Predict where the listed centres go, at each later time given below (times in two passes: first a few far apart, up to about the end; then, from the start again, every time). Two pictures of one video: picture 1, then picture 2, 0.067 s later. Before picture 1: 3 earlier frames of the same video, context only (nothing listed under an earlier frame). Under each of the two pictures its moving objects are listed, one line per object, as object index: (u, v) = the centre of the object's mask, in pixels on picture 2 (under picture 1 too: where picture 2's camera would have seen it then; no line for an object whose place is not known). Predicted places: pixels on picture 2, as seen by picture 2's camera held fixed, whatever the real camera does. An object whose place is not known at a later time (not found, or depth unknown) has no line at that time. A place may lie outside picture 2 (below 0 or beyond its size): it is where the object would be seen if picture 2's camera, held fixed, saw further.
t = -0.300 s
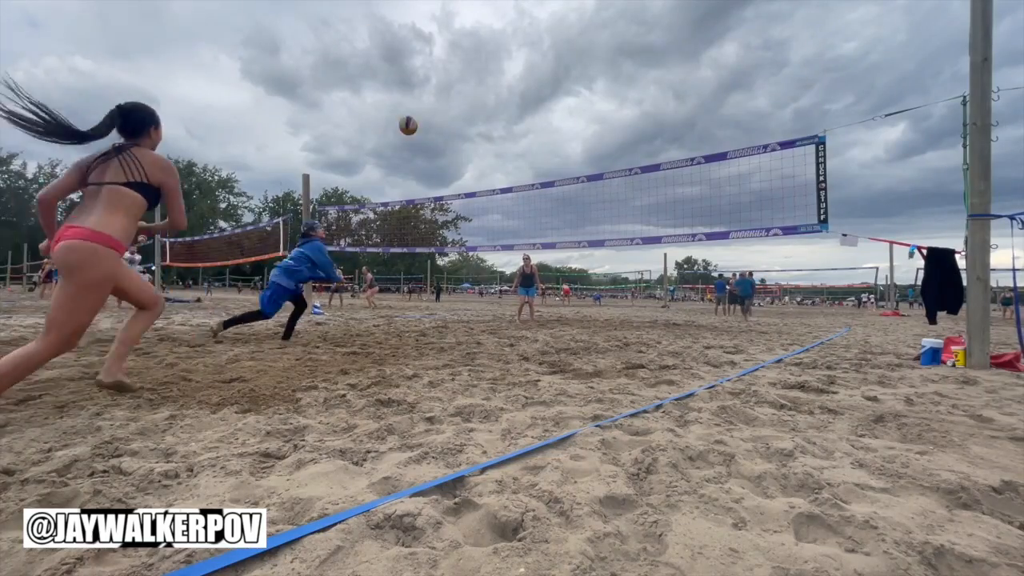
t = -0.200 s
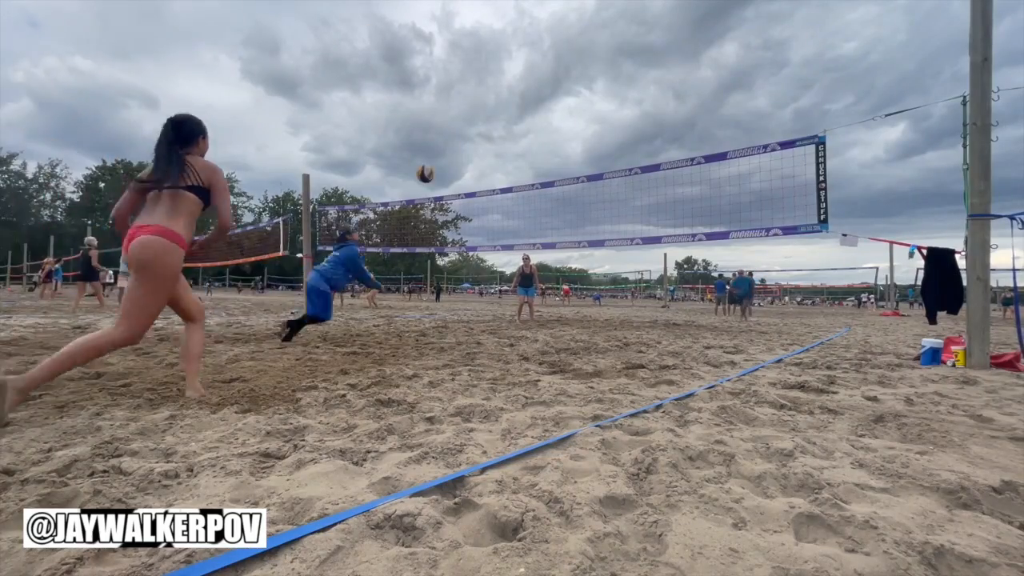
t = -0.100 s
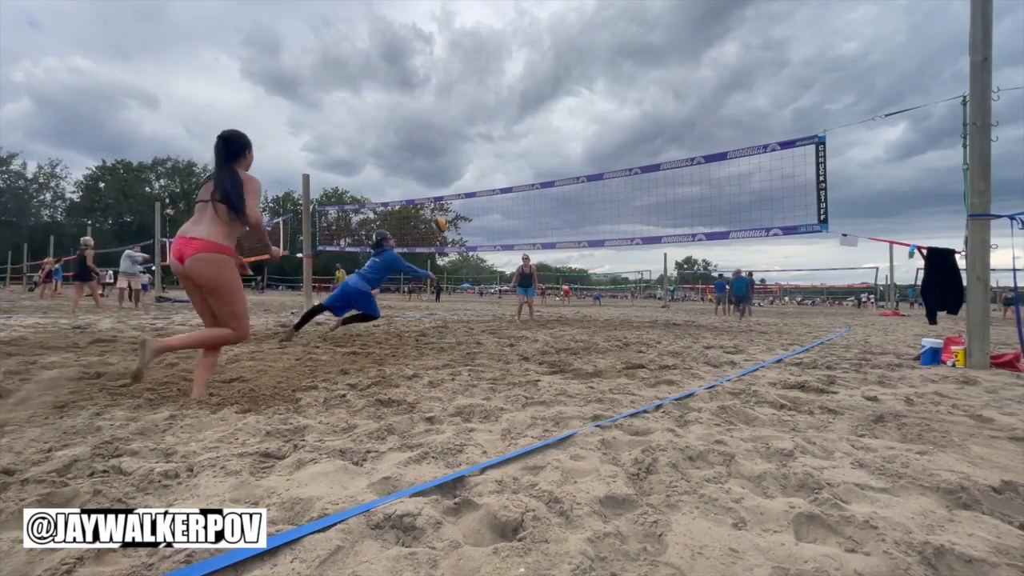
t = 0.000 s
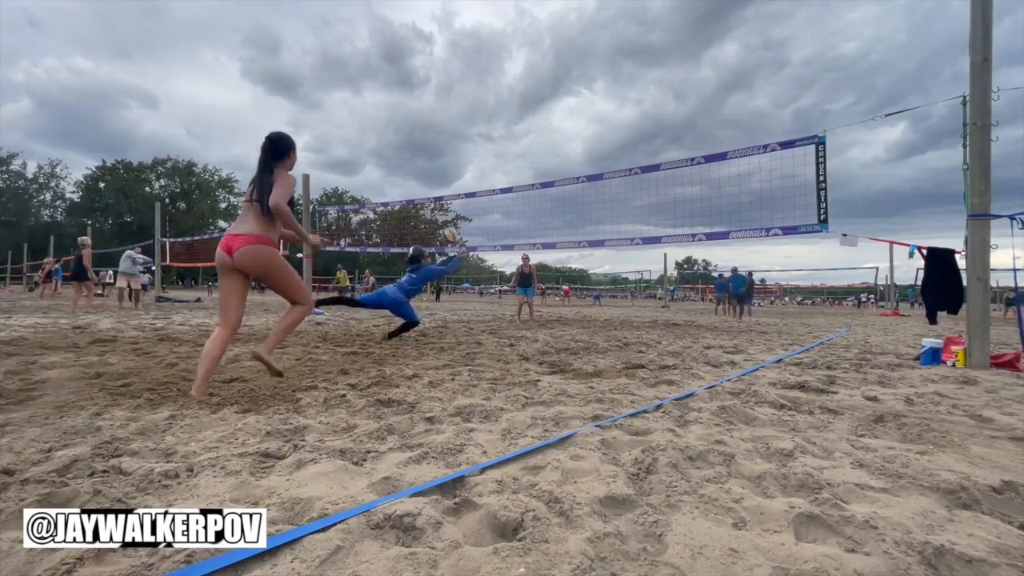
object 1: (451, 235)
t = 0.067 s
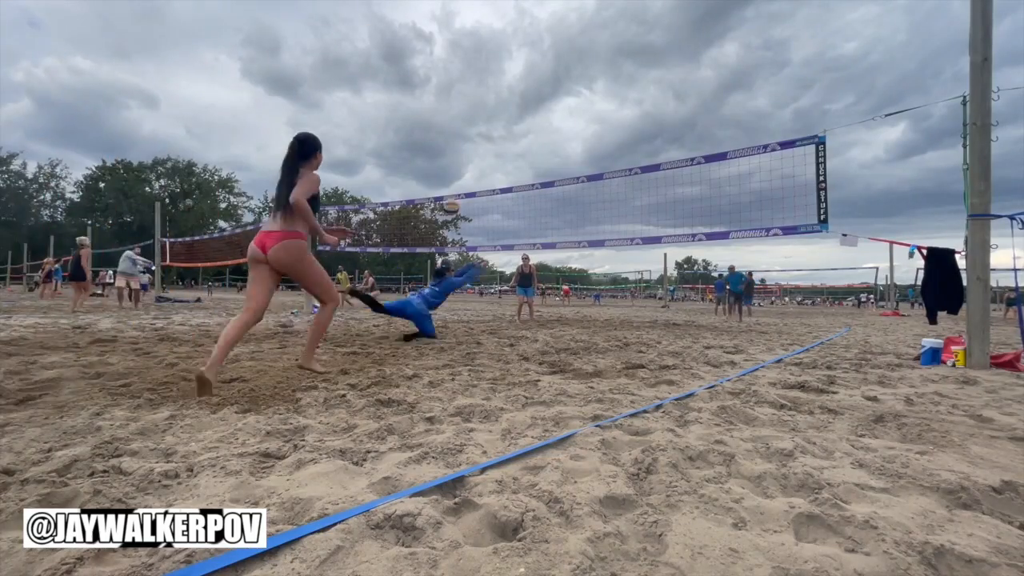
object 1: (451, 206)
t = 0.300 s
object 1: (455, 127)
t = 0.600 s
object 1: (462, 79)
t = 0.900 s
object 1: (469, 105)
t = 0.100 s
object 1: (452, 194)
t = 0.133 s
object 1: (452, 181)
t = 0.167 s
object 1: (453, 168)
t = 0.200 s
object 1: (453, 157)
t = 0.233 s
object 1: (454, 146)
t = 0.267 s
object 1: (455, 136)
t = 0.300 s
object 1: (455, 127)
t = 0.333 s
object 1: (456, 118)
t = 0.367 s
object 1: (457, 111)
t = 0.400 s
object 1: (458, 104)
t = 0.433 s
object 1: (458, 97)
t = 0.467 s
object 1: (459, 92)
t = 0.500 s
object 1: (460, 87)
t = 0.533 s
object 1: (460, 83)
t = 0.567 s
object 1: (461, 81)
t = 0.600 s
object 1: (462, 79)
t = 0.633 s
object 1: (463, 77)
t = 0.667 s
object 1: (463, 77)
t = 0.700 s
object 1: (464, 78)
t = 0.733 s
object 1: (465, 80)
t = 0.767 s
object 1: (466, 83)
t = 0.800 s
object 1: (466, 87)
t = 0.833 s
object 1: (467, 92)
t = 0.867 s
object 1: (468, 98)
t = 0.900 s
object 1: (469, 105)
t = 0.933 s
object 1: (470, 113)
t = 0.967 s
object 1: (471, 122)
